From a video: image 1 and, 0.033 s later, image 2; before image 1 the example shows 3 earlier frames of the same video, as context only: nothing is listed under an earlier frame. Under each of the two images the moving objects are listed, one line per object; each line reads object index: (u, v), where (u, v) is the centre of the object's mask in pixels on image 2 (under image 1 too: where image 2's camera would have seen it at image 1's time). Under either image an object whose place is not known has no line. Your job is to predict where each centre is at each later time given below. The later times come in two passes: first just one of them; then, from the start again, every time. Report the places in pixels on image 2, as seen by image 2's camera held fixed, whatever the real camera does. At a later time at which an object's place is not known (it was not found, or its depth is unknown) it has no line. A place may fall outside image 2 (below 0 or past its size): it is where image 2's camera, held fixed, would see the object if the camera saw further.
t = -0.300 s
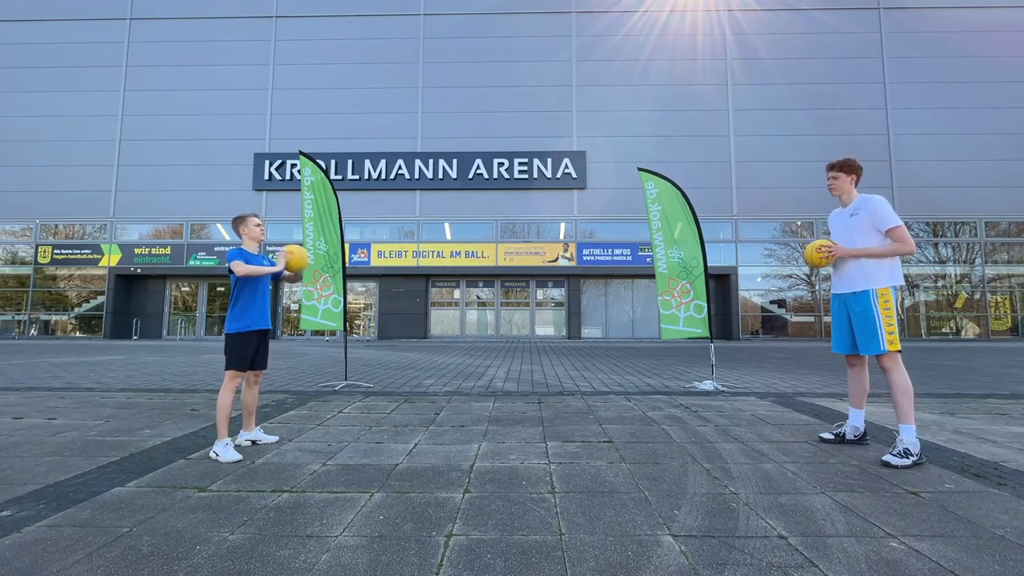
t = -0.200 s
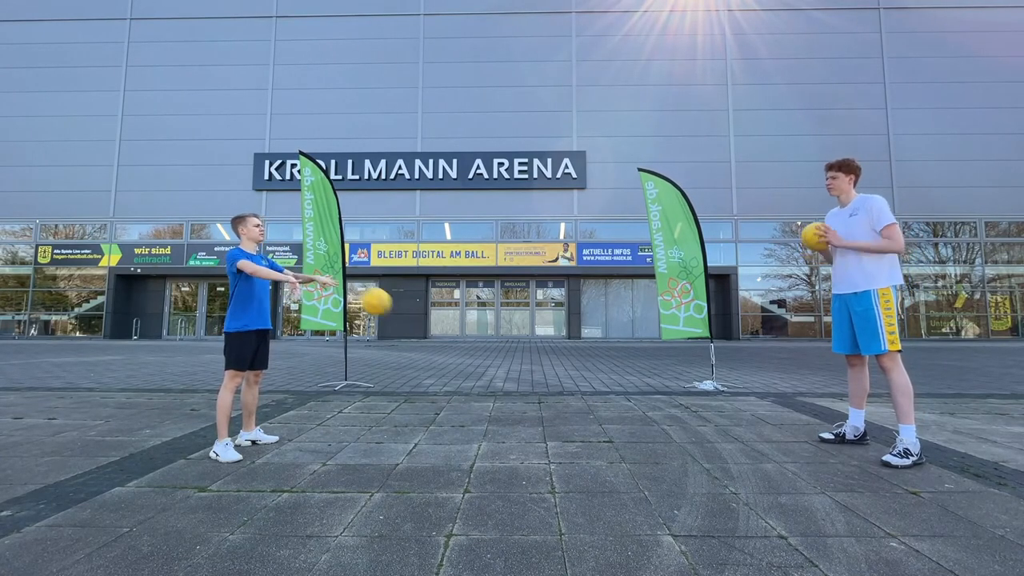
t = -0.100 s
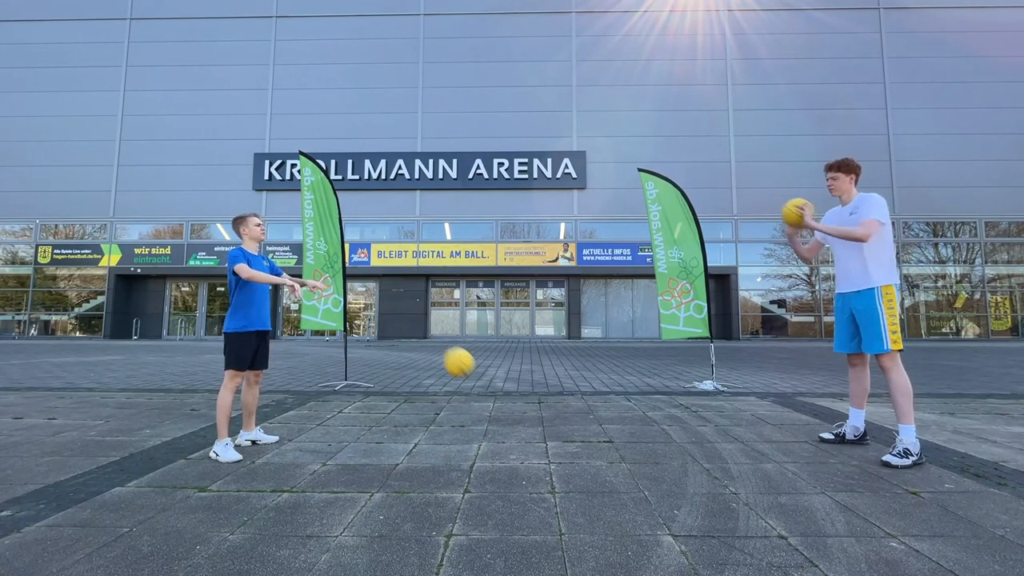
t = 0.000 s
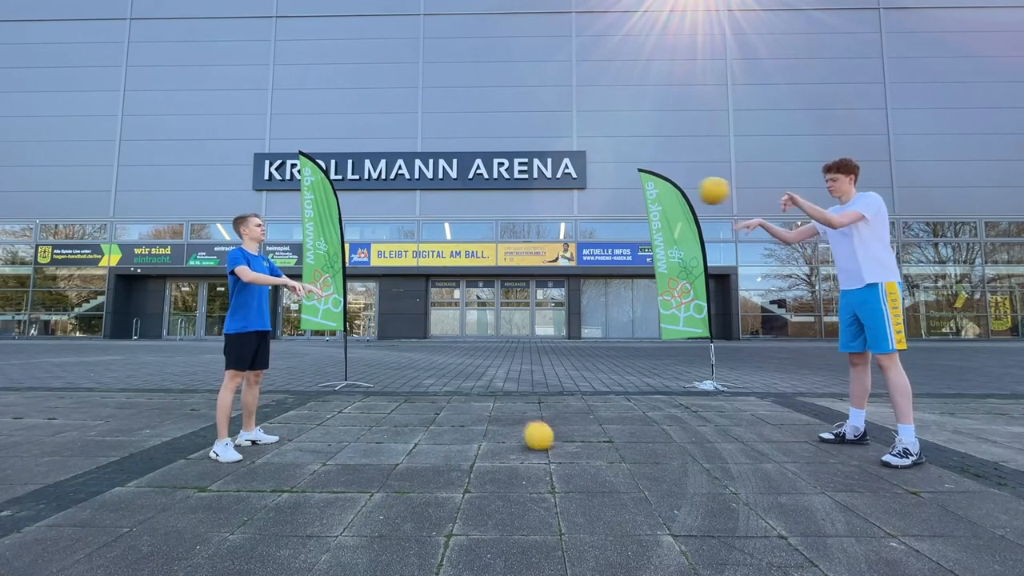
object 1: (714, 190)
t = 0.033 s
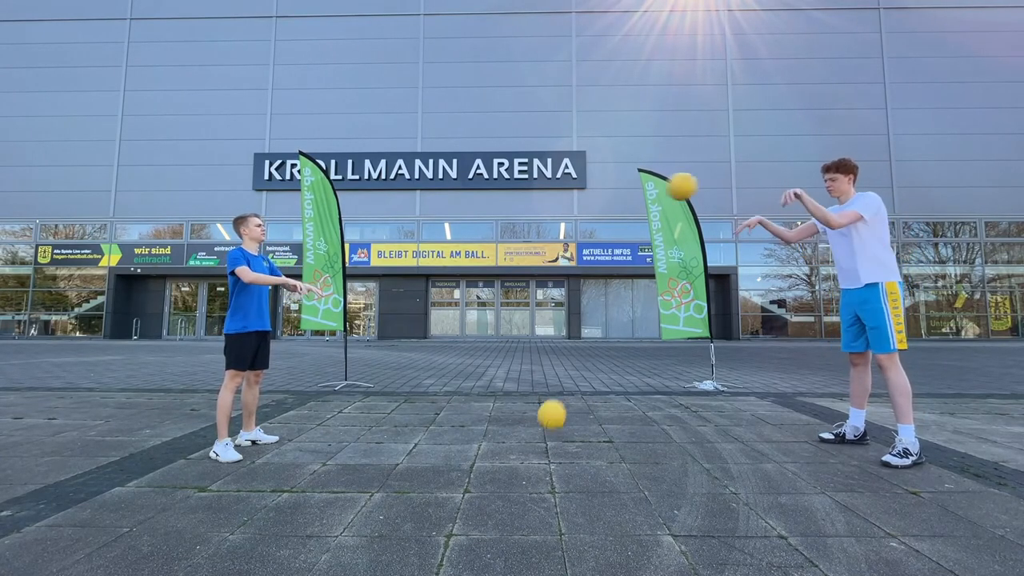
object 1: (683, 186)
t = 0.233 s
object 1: (496, 191)
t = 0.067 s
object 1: (650, 183)
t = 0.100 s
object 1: (619, 182)
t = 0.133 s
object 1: (588, 182)
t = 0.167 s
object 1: (557, 184)
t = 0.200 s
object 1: (526, 187)
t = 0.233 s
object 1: (496, 191)
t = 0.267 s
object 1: (465, 196)
